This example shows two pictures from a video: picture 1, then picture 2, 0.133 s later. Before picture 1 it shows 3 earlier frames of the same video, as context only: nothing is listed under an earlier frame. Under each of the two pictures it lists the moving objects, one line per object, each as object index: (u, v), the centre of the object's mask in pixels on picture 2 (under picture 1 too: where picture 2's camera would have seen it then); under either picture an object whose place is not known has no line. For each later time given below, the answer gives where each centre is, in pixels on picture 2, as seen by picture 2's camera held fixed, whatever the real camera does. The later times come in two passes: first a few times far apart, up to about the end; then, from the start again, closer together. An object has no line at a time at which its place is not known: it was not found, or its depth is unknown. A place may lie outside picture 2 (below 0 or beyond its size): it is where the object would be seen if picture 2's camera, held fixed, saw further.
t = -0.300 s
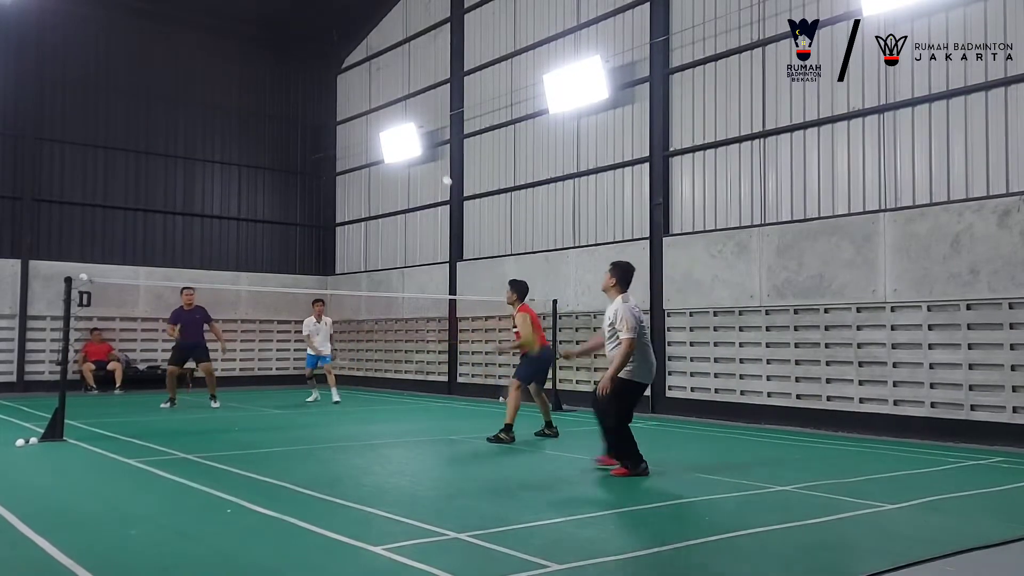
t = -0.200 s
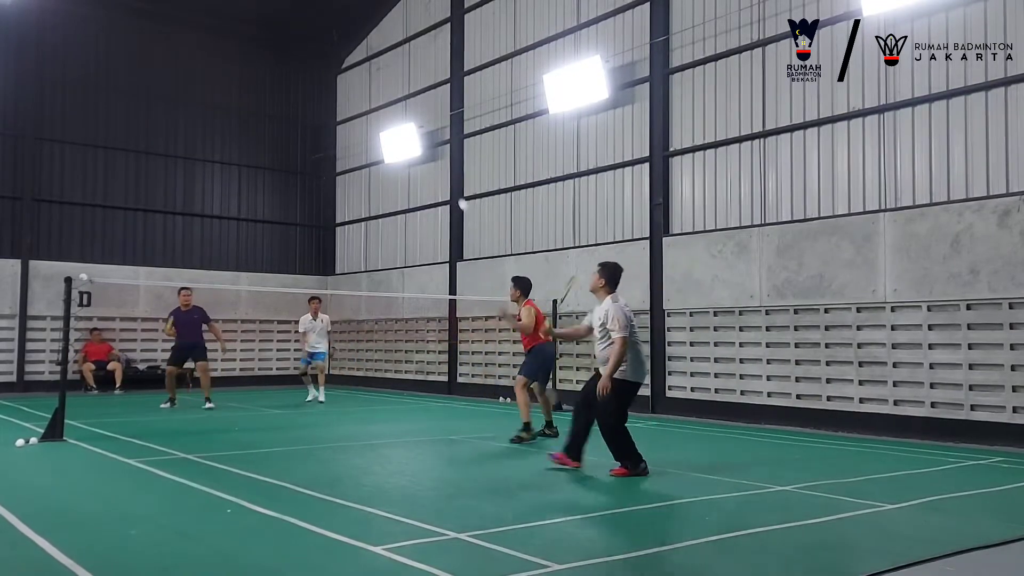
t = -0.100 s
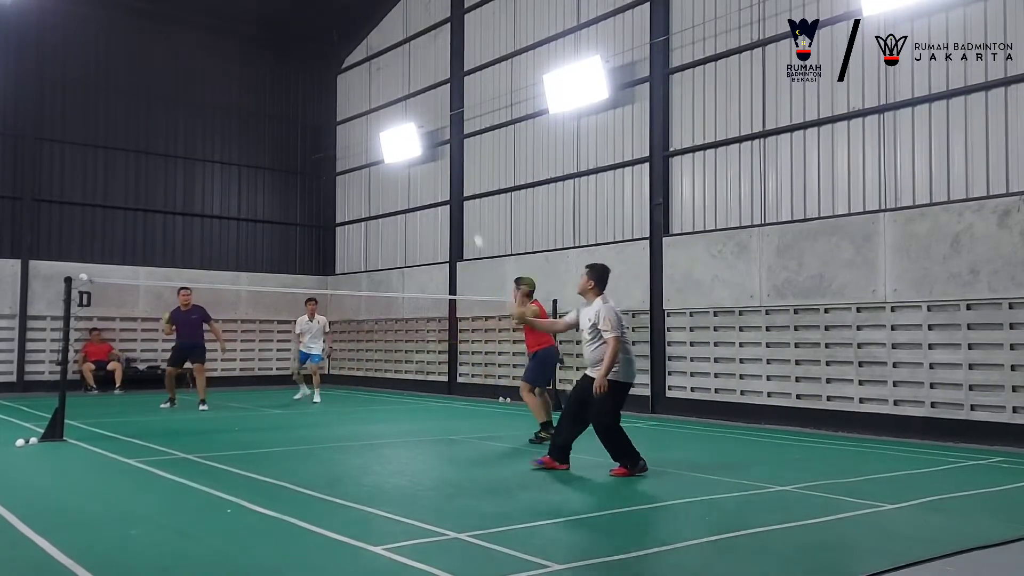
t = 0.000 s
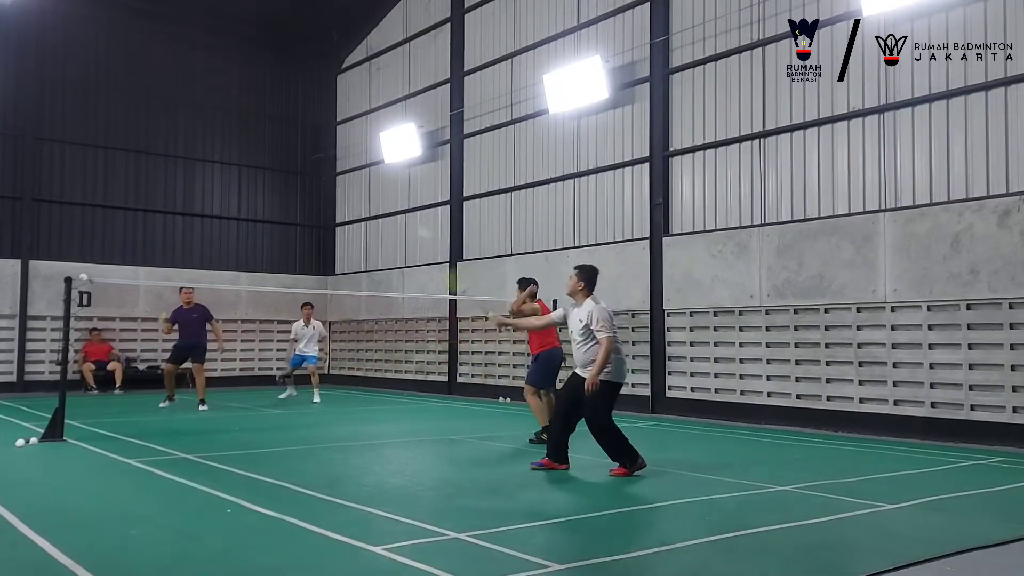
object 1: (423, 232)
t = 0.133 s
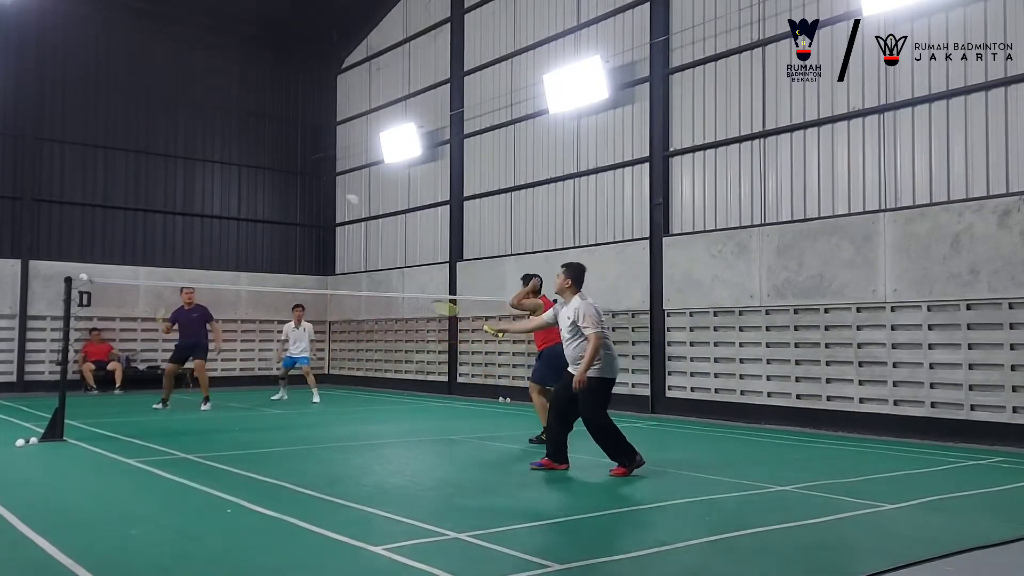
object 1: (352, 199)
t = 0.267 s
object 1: (307, 193)
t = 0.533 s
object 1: (250, 228)
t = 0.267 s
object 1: (307, 193)
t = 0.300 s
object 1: (298, 195)
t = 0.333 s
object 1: (290, 197)
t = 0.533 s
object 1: (250, 228)
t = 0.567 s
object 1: (245, 235)
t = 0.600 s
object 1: (240, 243)
